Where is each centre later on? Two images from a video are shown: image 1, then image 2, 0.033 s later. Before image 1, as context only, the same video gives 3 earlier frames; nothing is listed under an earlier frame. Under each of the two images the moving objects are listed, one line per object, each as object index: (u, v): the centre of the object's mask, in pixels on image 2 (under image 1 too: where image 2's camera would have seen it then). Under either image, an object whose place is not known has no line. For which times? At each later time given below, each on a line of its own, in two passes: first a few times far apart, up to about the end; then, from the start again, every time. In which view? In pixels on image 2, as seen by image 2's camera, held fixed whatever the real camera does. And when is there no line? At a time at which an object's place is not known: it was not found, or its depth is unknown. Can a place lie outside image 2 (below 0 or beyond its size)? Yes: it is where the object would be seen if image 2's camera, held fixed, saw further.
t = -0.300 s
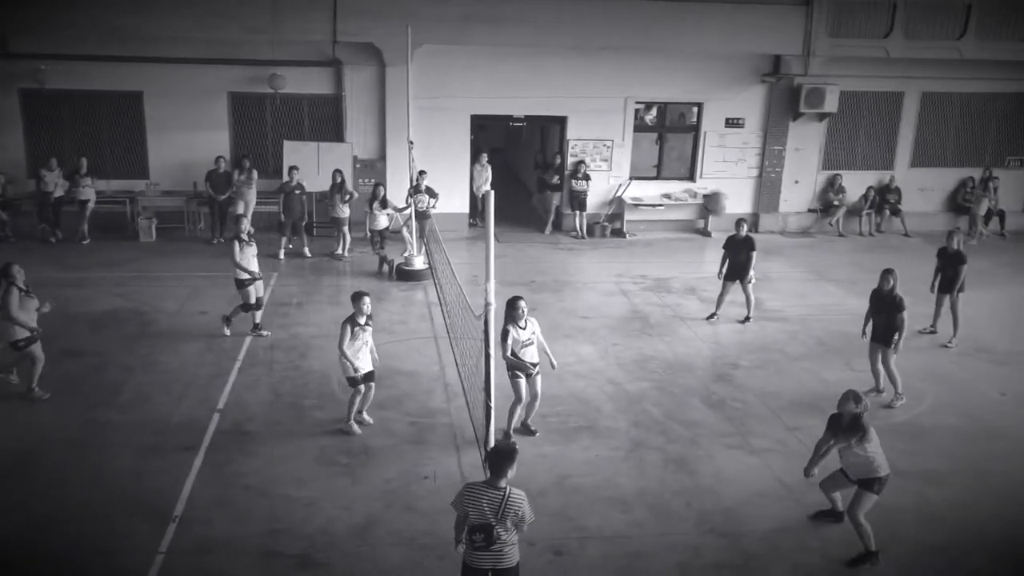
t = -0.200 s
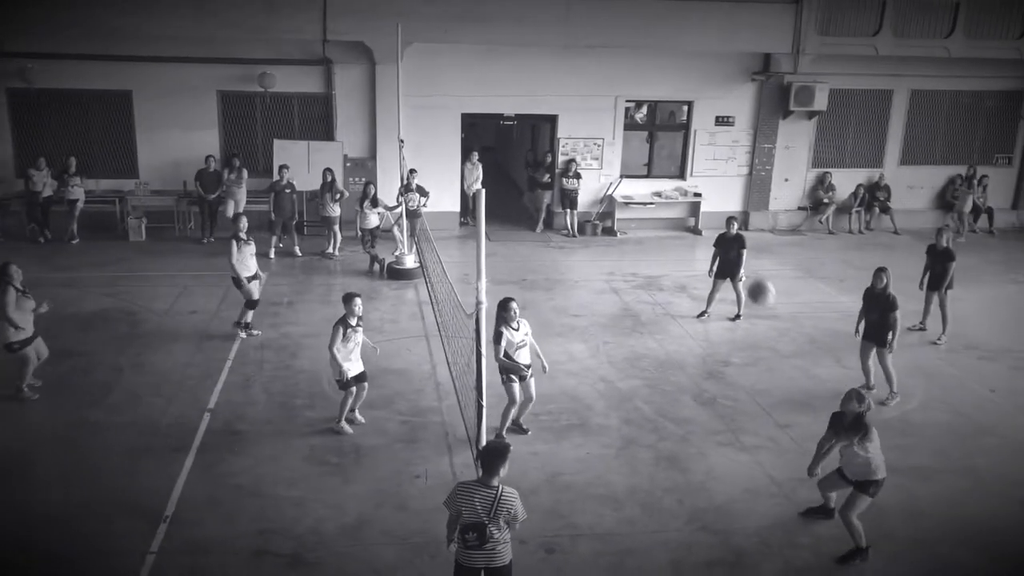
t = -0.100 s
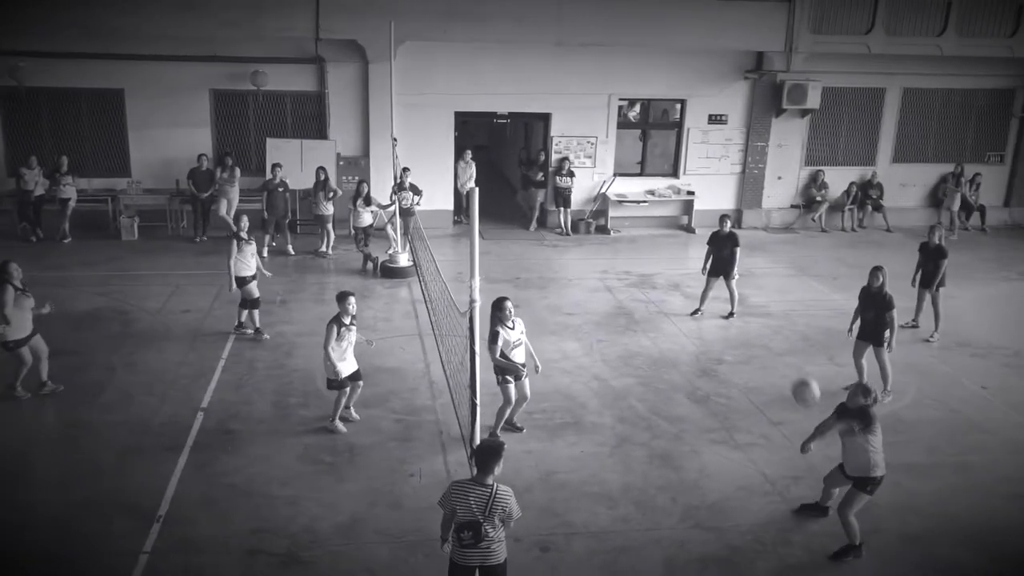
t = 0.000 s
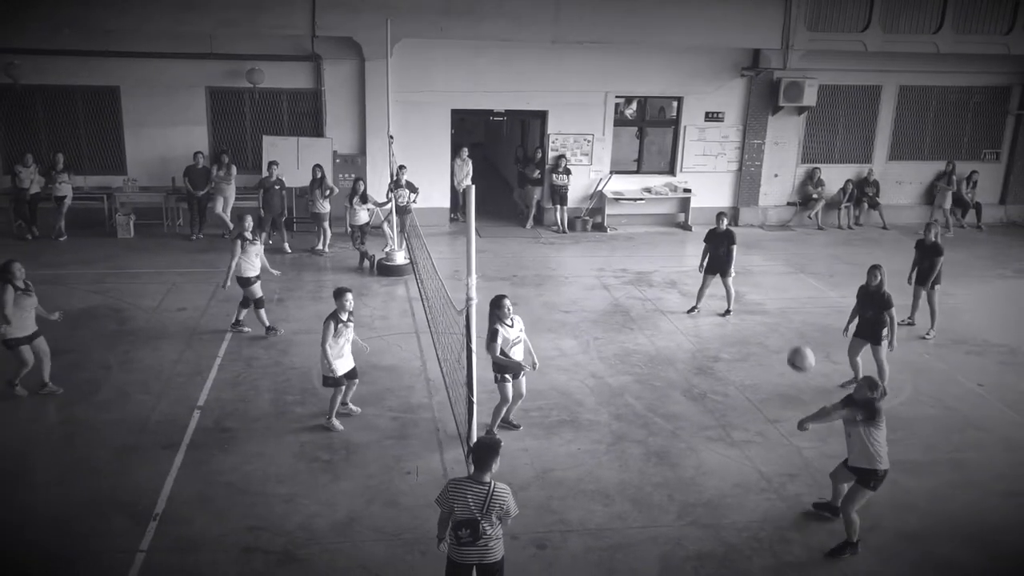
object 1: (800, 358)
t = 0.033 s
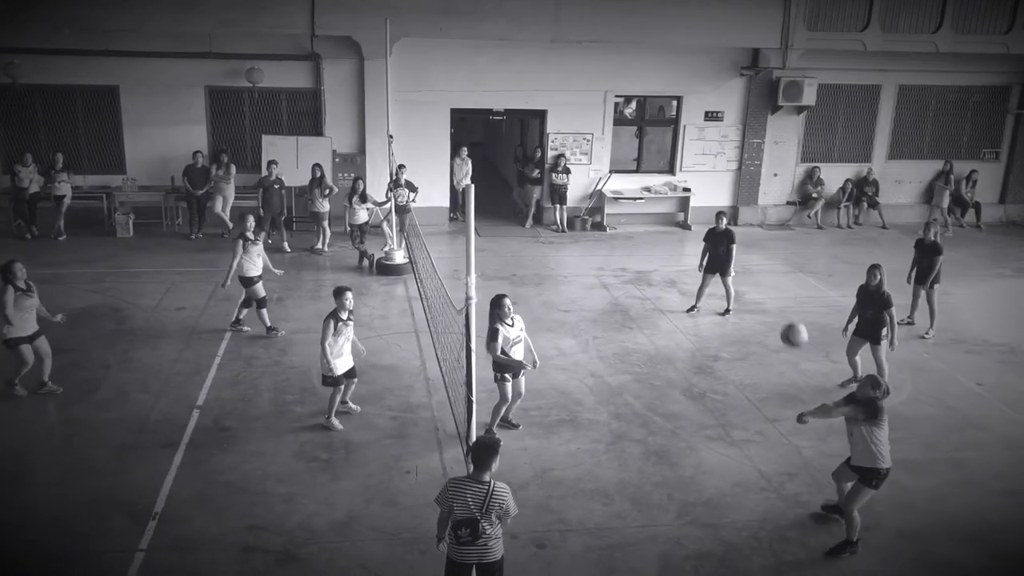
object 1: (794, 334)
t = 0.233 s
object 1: (755, 224)
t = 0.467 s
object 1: (709, 159)
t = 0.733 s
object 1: (659, 161)
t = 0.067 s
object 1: (788, 312)
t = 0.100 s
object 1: (781, 291)
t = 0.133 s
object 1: (775, 273)
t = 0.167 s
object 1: (769, 255)
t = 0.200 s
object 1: (762, 239)
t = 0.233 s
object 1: (755, 224)
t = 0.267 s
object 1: (750, 211)
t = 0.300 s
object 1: (743, 198)
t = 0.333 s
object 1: (736, 188)
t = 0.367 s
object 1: (730, 179)
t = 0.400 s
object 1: (723, 171)
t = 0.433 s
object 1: (716, 164)
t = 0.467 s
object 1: (709, 159)
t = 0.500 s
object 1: (703, 155)
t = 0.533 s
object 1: (697, 152)
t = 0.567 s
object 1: (691, 150)
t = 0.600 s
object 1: (685, 150)
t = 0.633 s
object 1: (677, 152)
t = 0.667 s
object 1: (671, 154)
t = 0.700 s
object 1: (666, 157)
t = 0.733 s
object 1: (659, 161)
